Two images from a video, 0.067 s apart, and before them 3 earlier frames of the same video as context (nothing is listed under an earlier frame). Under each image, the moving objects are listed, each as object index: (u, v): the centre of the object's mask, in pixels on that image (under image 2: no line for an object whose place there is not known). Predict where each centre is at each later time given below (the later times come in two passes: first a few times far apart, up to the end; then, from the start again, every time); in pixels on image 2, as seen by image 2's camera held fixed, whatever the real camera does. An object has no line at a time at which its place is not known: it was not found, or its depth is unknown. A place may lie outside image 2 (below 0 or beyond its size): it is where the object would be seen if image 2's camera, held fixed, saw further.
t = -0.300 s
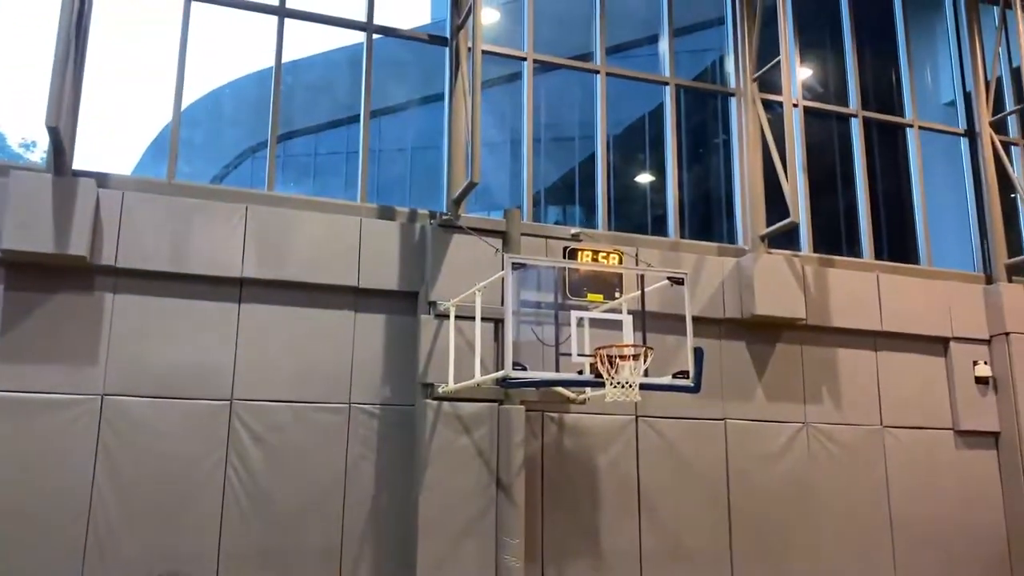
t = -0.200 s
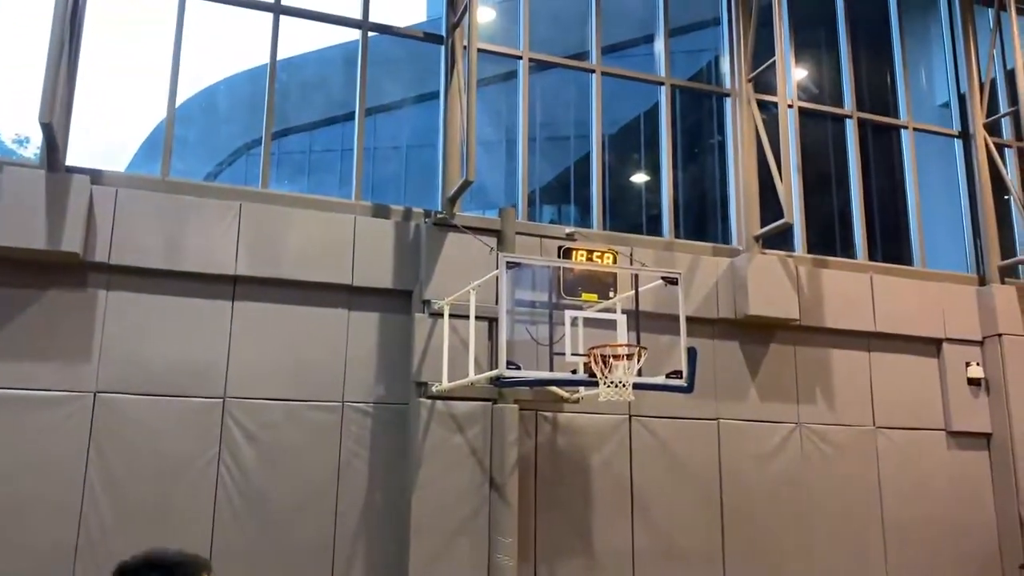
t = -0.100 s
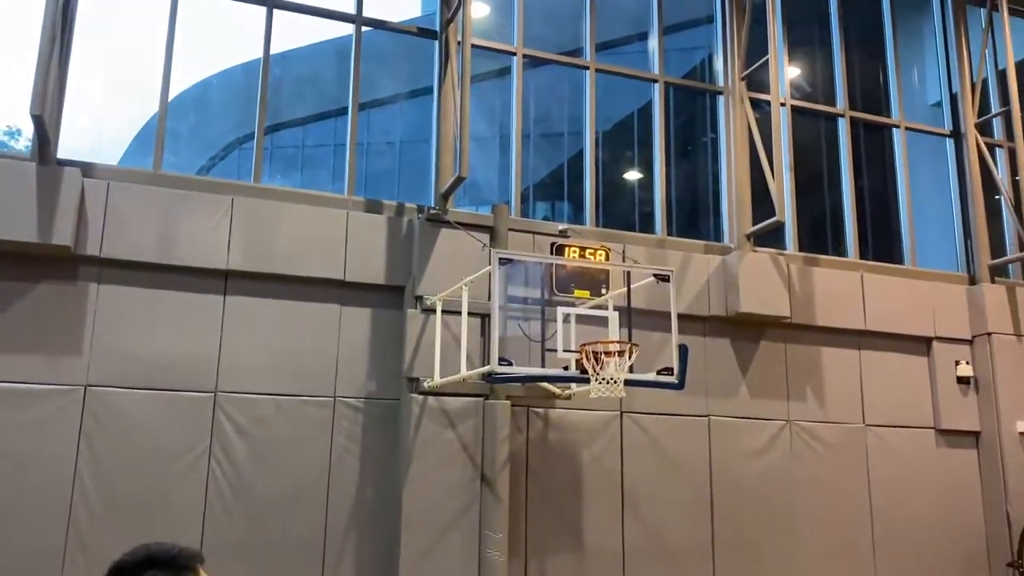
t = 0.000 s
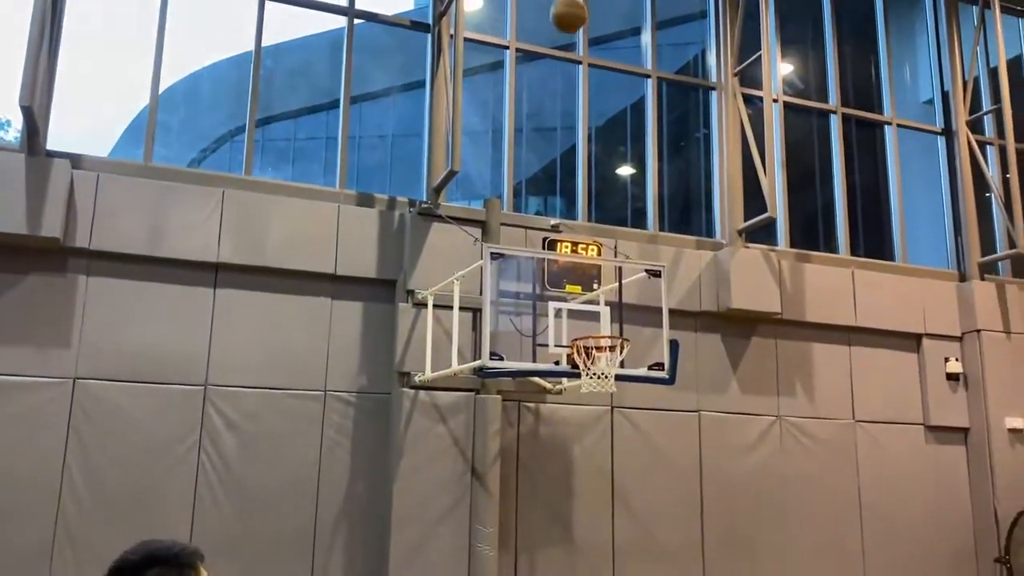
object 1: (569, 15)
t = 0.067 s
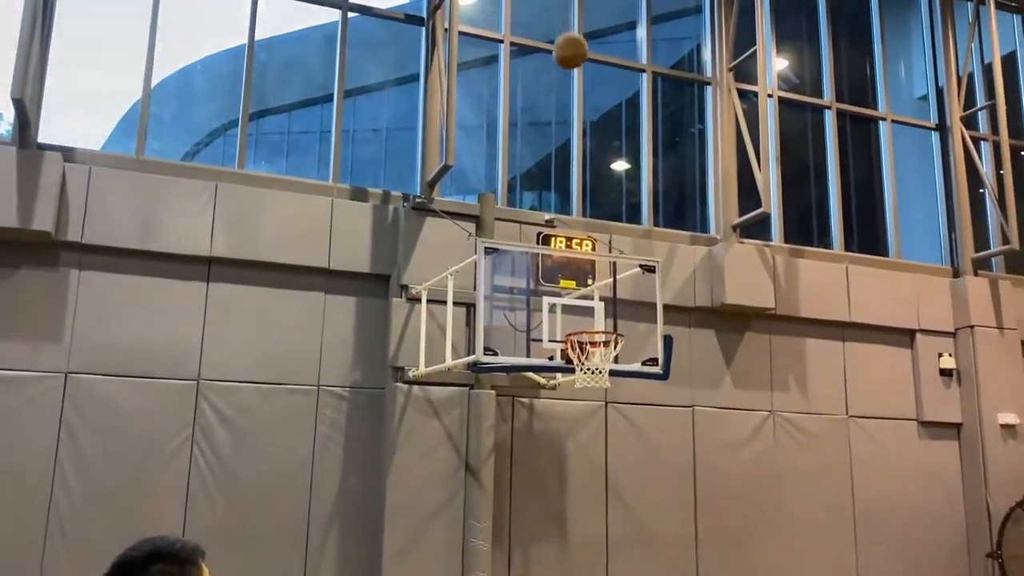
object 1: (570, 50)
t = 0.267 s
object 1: (590, 191)
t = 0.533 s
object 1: (624, 355)
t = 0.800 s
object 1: (707, 546)
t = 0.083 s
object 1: (572, 61)
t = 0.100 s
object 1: (573, 72)
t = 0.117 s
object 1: (575, 84)
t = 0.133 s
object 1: (577, 95)
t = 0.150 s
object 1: (578, 107)
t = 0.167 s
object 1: (580, 118)
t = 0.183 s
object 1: (582, 130)
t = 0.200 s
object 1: (583, 142)
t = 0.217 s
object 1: (584, 154)
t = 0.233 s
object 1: (586, 166)
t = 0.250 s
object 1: (588, 179)
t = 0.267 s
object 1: (590, 191)
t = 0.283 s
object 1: (592, 203)
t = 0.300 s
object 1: (592, 216)
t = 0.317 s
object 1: (593, 229)
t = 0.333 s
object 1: (595, 242)
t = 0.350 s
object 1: (595, 256)
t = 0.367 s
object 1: (597, 269)
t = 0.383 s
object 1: (598, 284)
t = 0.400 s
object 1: (600, 297)
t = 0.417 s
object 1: (601, 311)
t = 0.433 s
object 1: (603, 324)
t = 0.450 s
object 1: (606, 331)
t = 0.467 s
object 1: (609, 335)
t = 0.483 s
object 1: (612, 339)
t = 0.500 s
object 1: (615, 344)
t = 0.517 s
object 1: (620, 349)
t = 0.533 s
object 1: (624, 355)
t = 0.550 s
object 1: (628, 362)
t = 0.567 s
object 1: (632, 369)
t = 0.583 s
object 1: (636, 377)
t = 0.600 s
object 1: (640, 385)
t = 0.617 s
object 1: (646, 394)
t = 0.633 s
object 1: (649, 403)
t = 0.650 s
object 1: (655, 413)
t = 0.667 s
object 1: (661, 424)
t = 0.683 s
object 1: (665, 437)
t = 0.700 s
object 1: (671, 449)
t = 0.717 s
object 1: (676, 464)
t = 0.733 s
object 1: (681, 477)
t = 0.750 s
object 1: (688, 493)
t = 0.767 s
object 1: (694, 509)
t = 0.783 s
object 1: (701, 527)
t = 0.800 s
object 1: (707, 546)
